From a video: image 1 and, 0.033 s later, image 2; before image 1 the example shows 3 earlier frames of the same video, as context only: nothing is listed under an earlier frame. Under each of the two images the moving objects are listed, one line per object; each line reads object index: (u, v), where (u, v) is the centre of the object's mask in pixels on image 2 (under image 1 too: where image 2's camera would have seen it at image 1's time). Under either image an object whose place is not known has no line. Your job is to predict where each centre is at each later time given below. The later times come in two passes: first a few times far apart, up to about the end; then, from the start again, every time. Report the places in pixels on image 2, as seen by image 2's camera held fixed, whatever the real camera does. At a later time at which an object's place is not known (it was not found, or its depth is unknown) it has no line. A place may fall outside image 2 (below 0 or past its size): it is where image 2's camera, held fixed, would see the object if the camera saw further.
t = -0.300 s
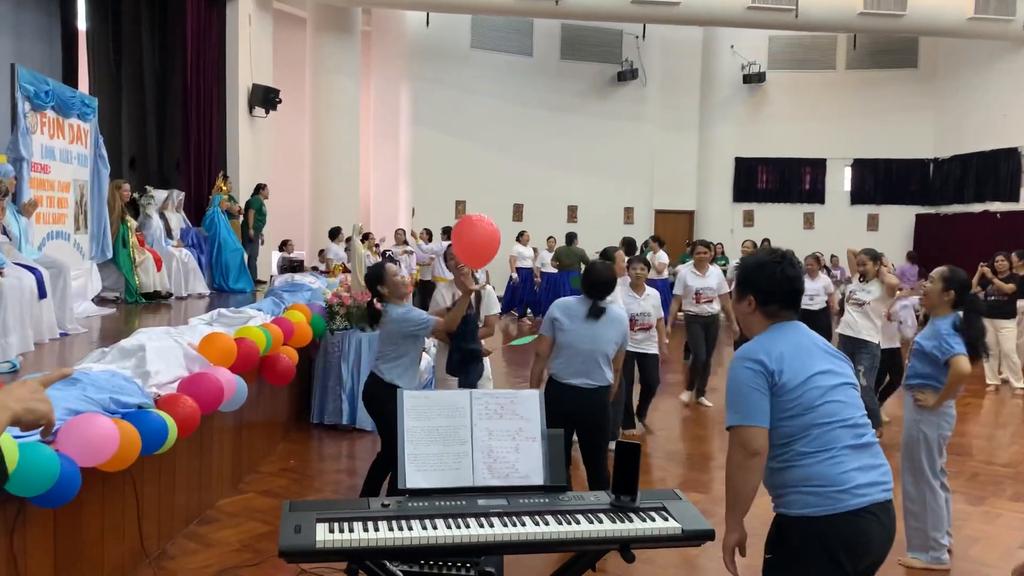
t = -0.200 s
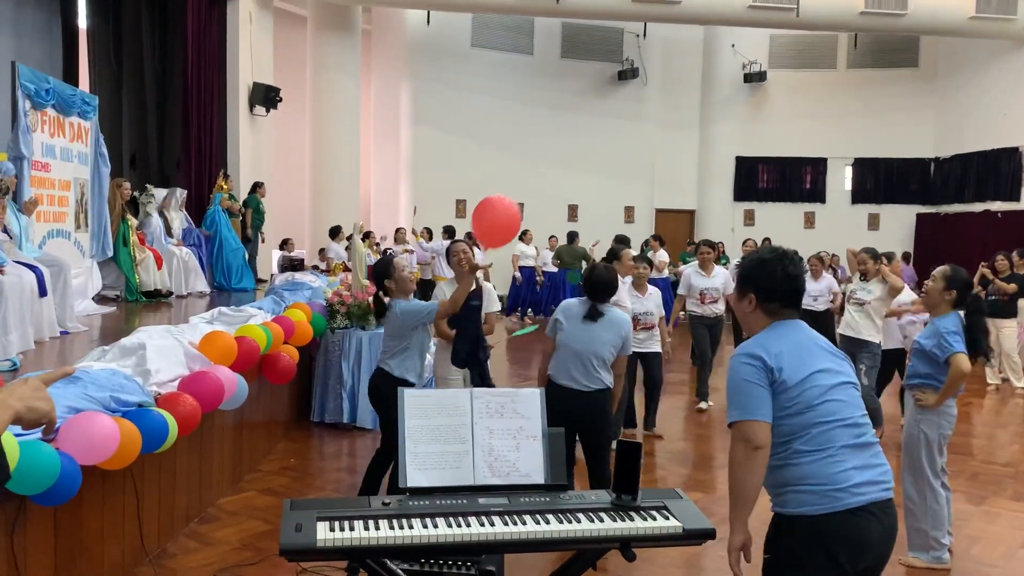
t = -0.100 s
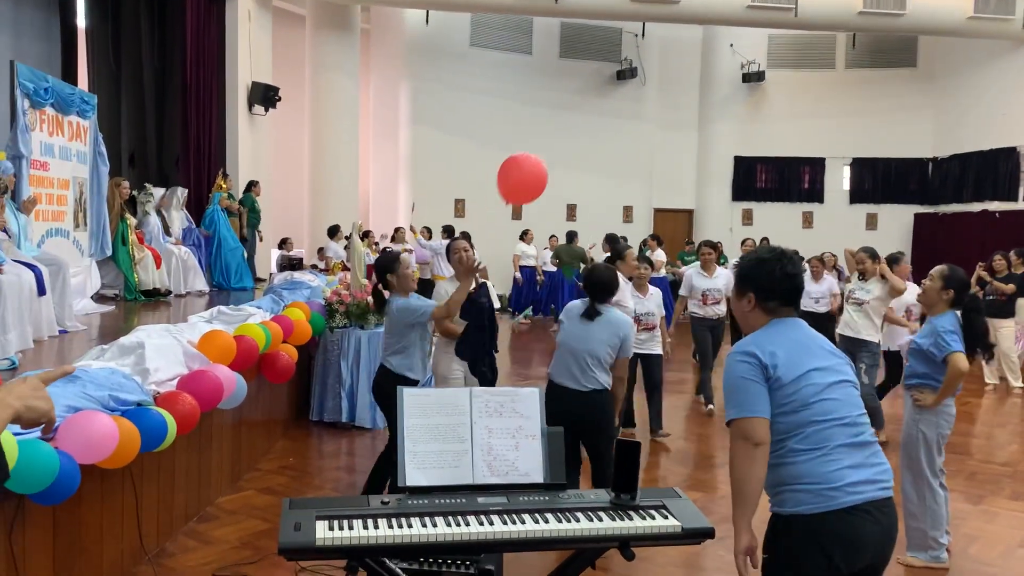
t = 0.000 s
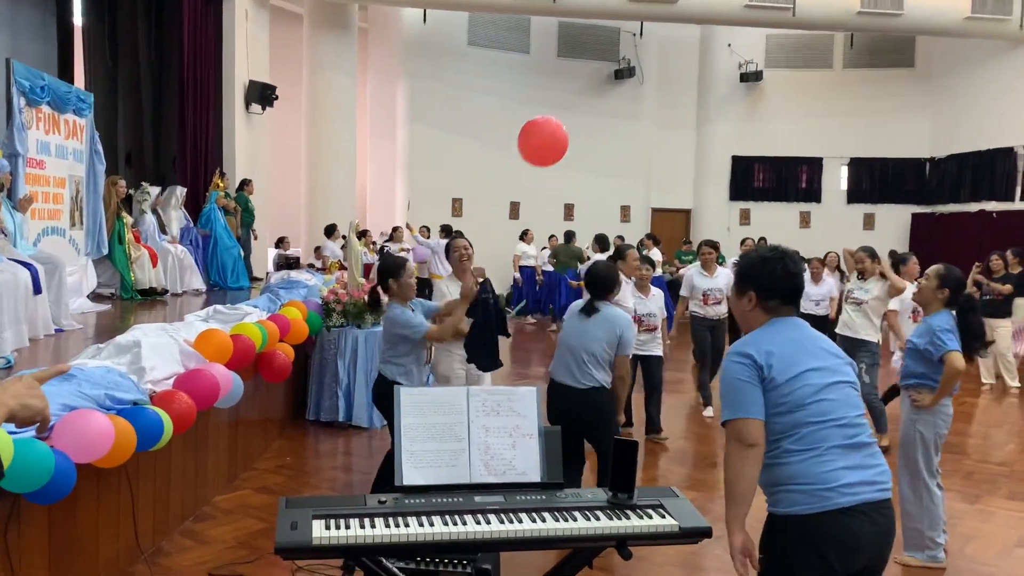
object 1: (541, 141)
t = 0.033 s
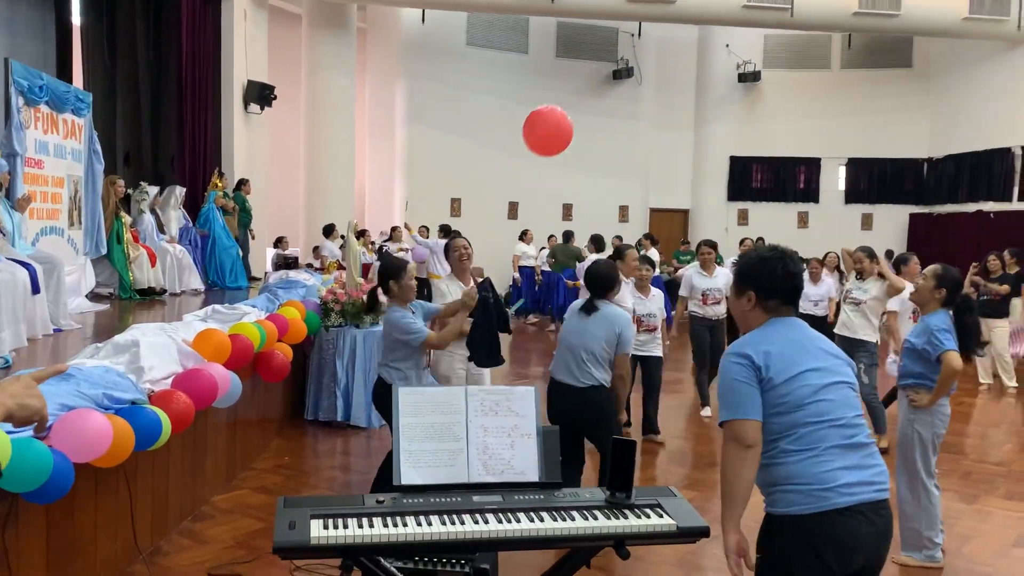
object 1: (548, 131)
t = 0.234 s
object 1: (574, 86)
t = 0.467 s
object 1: (593, 58)
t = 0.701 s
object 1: (608, 51)
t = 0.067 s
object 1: (554, 121)
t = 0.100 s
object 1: (558, 112)
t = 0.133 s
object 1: (563, 105)
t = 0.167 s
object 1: (567, 98)
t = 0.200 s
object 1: (570, 92)
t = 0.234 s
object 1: (574, 86)
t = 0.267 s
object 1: (577, 81)
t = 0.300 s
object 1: (580, 77)
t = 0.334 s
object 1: (583, 72)
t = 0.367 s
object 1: (585, 69)
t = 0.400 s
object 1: (588, 64)
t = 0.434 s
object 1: (590, 61)
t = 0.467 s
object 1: (593, 58)
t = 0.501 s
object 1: (595, 56)
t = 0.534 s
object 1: (597, 54)
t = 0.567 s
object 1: (599, 53)
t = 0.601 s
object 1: (601, 52)
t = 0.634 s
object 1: (603, 51)
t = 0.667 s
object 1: (606, 51)
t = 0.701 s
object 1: (608, 51)
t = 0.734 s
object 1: (610, 51)
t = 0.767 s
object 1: (612, 52)
